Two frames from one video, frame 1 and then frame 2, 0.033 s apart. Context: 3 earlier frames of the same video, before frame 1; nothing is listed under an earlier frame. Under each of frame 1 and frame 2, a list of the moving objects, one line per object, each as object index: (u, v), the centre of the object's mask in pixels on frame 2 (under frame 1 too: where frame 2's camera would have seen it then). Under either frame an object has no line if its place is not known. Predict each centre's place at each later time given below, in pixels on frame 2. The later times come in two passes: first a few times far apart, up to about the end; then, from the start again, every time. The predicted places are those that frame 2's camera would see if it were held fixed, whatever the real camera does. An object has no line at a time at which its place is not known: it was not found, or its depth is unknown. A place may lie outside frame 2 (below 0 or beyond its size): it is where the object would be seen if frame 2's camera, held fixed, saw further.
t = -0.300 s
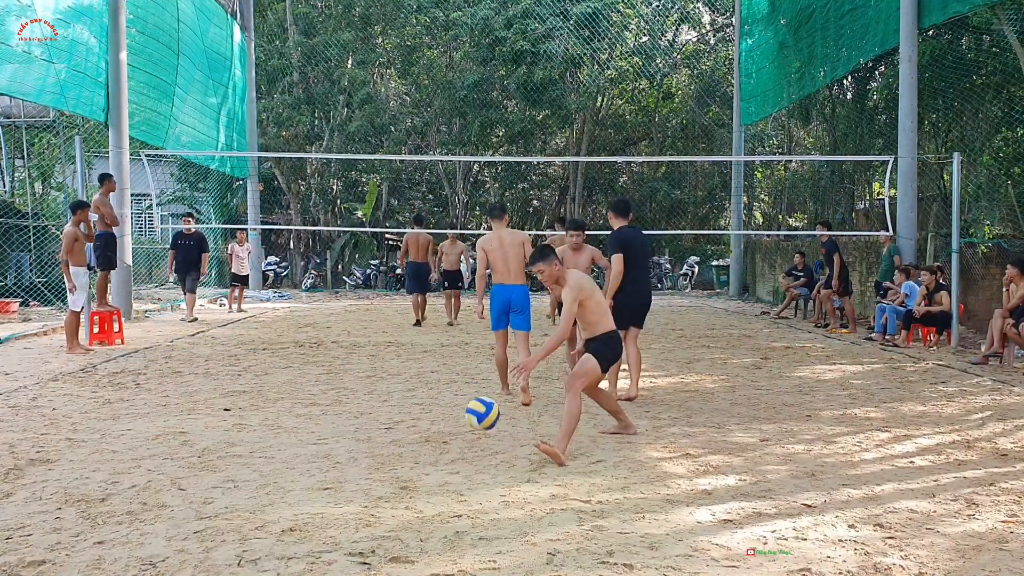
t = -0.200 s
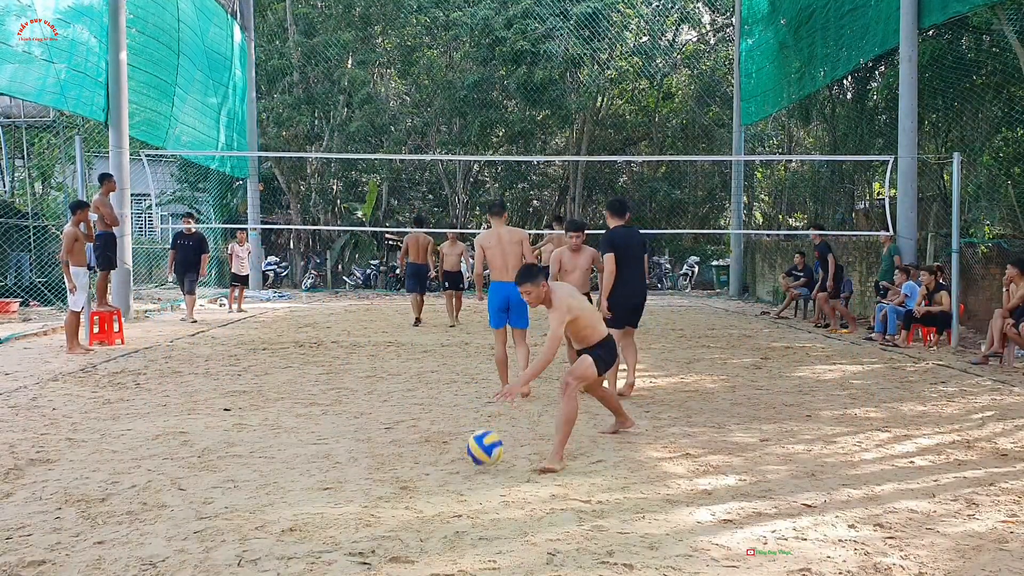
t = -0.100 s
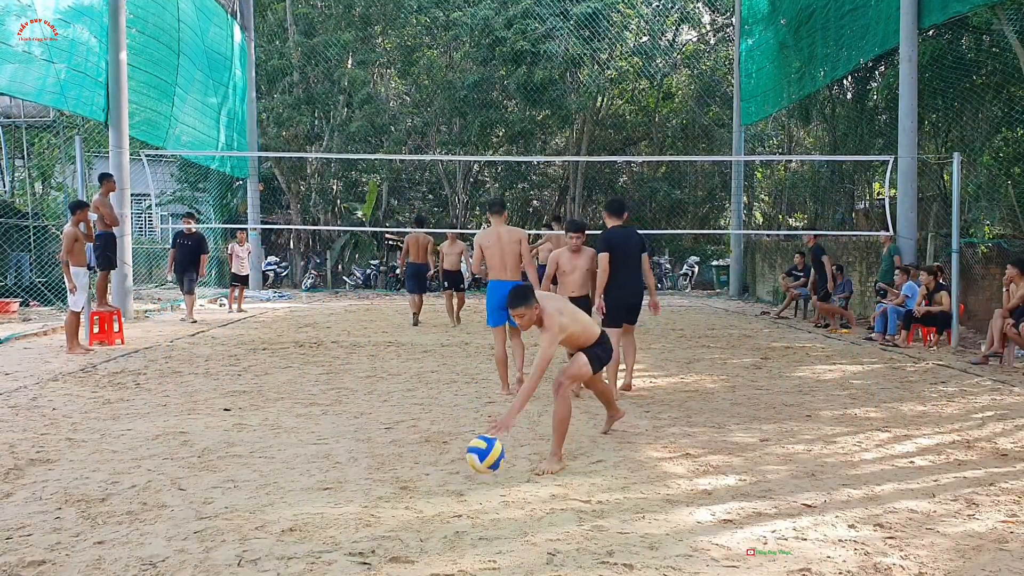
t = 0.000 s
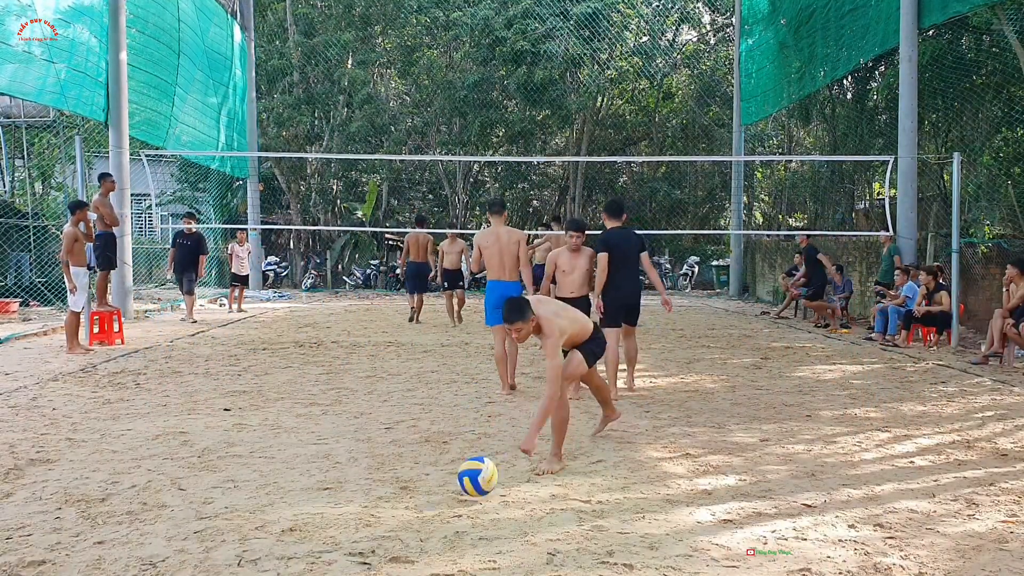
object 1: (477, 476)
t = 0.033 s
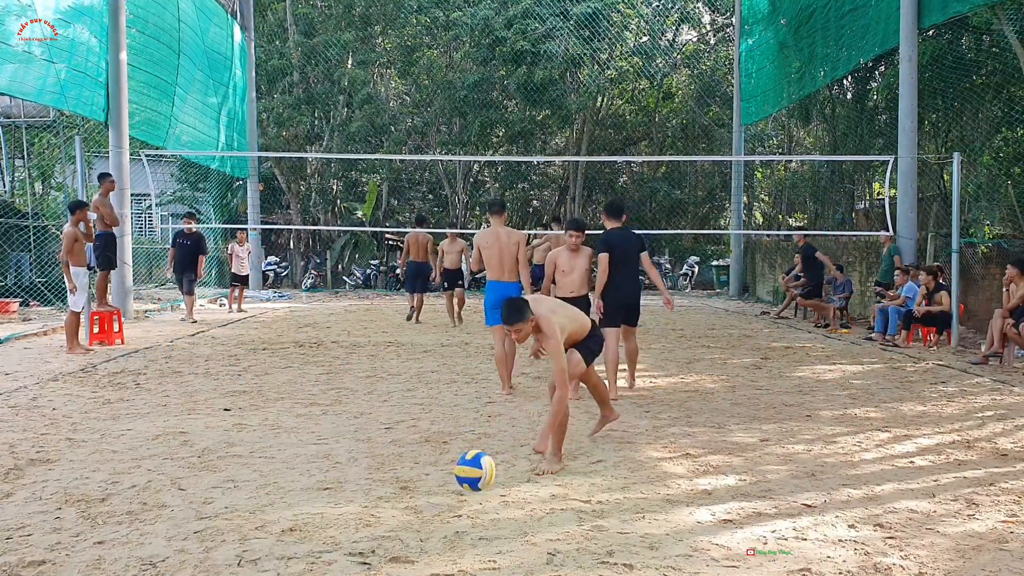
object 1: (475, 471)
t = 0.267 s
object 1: (453, 496)
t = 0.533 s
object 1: (428, 513)
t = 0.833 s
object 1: (394, 565)
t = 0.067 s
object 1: (472, 467)
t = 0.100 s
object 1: (469, 465)
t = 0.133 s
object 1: (466, 467)
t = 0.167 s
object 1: (463, 470)
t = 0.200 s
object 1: (460, 475)
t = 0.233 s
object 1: (456, 485)
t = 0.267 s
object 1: (453, 496)
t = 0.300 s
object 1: (449, 510)
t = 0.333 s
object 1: (447, 515)
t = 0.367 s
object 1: (444, 508)
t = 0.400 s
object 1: (441, 503)
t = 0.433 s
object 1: (437, 502)
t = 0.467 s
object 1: (434, 502)
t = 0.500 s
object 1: (432, 506)
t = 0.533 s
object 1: (428, 513)
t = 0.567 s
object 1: (425, 522)
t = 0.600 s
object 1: (421, 535)
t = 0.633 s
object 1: (418, 550)
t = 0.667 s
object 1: (414, 553)
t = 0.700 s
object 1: (410, 553)
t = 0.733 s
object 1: (406, 554)
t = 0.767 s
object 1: (402, 556)
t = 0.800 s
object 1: (398, 560)
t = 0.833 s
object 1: (394, 565)
